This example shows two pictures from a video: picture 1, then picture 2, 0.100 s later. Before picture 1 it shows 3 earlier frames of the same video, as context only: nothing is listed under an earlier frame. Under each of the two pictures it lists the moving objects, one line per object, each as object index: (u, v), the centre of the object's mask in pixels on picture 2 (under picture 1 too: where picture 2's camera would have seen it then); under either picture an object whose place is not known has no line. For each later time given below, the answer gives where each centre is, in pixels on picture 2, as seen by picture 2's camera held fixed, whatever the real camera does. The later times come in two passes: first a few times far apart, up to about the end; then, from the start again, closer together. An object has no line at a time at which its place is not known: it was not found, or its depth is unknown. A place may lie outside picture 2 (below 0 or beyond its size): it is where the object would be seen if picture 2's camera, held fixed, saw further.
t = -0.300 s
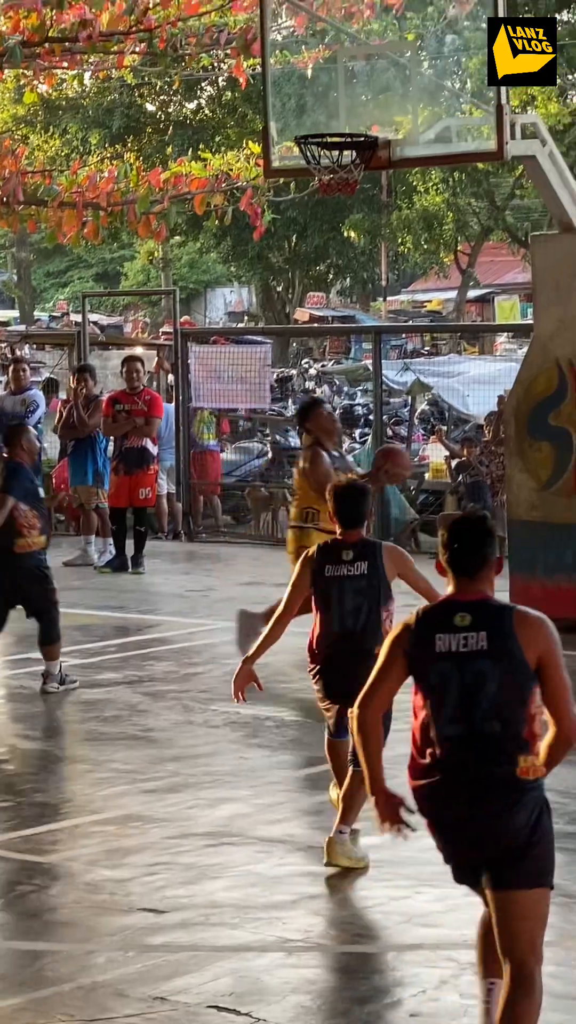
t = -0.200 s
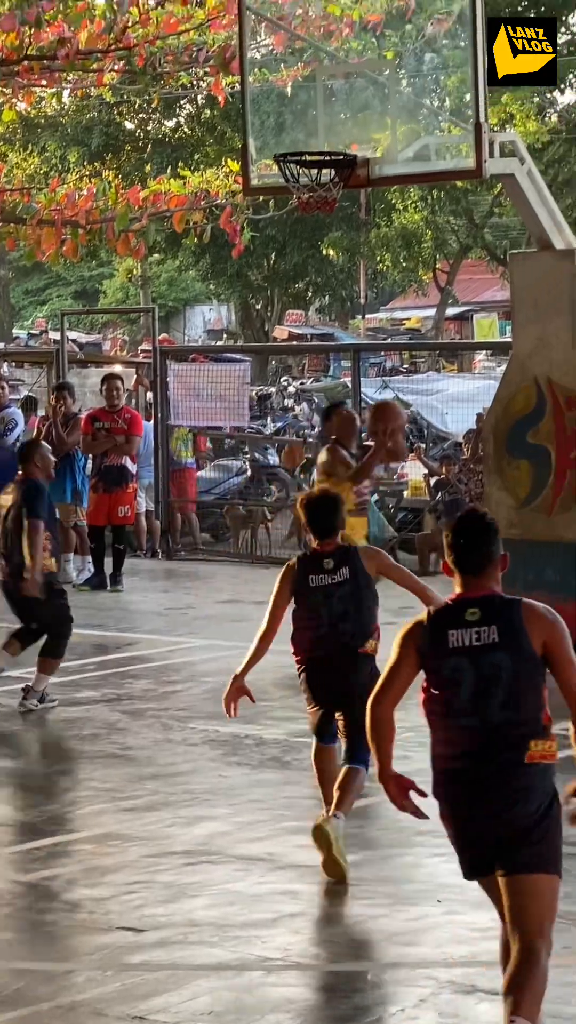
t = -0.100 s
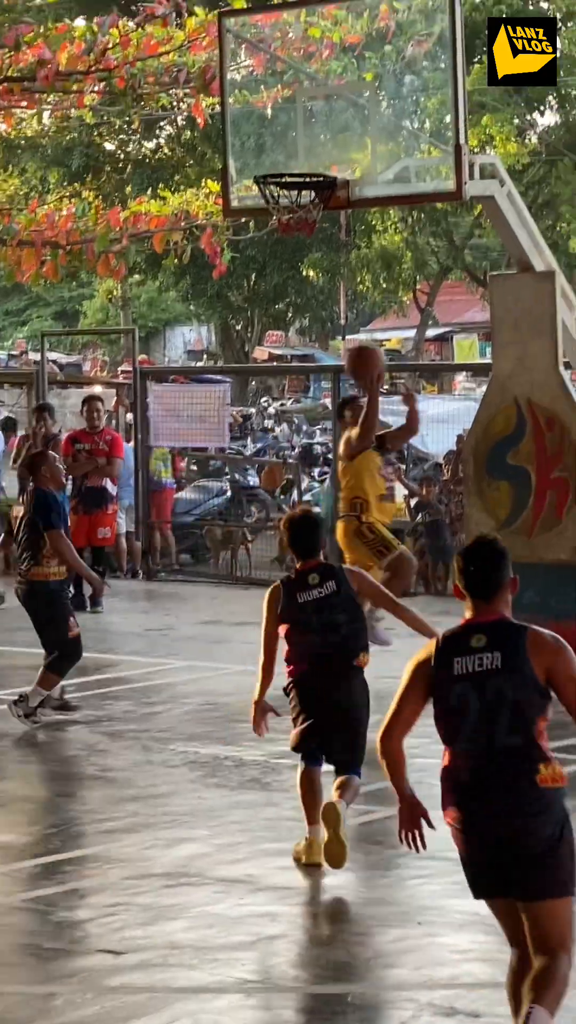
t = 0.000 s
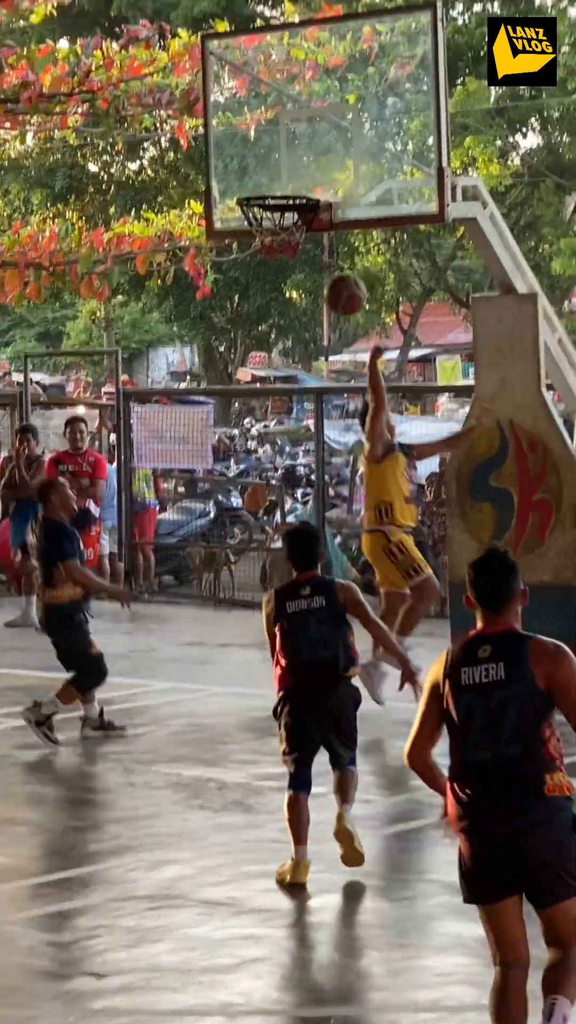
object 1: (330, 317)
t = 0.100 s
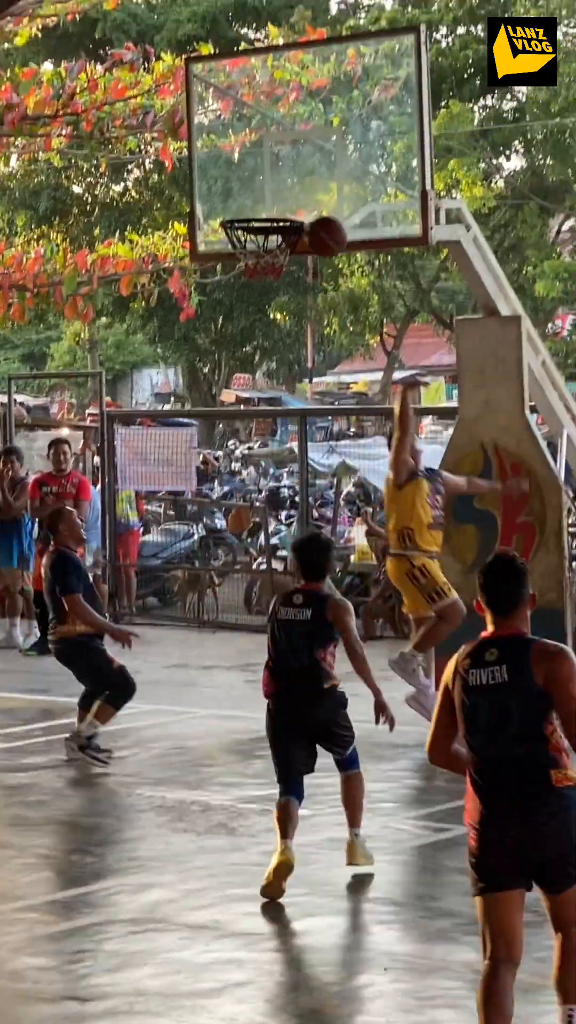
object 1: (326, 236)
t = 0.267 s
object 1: (322, 142)
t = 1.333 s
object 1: (385, 289)
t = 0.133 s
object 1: (325, 214)
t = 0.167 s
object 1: (325, 193)
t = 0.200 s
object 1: (323, 174)
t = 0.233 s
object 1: (323, 157)
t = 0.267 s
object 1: (322, 142)
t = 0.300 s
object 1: (322, 129)
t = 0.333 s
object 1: (322, 118)
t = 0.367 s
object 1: (321, 108)
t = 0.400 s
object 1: (321, 101)
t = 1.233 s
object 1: (368, 237)
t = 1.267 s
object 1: (374, 253)
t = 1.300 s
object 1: (379, 270)
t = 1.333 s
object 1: (385, 289)
